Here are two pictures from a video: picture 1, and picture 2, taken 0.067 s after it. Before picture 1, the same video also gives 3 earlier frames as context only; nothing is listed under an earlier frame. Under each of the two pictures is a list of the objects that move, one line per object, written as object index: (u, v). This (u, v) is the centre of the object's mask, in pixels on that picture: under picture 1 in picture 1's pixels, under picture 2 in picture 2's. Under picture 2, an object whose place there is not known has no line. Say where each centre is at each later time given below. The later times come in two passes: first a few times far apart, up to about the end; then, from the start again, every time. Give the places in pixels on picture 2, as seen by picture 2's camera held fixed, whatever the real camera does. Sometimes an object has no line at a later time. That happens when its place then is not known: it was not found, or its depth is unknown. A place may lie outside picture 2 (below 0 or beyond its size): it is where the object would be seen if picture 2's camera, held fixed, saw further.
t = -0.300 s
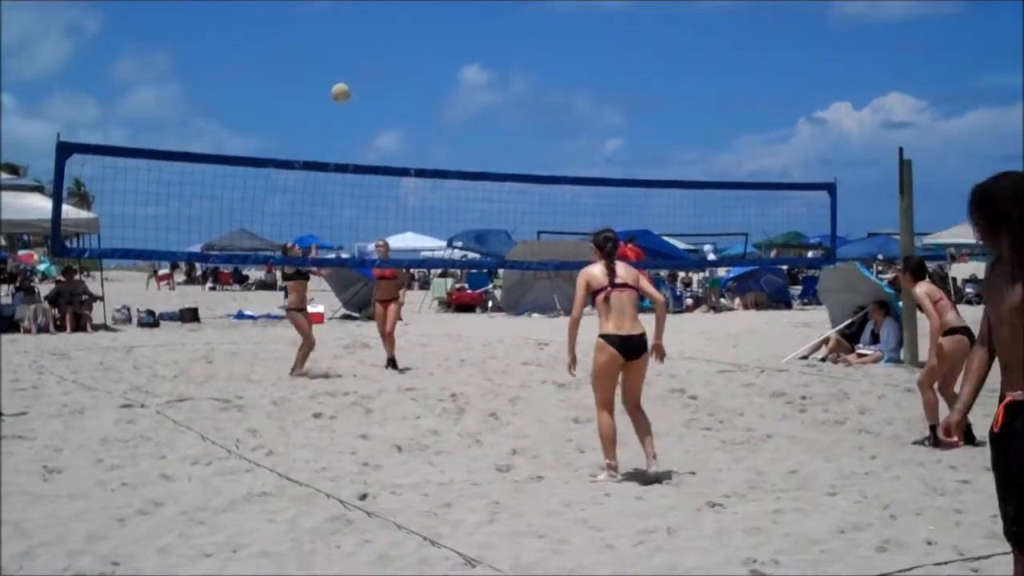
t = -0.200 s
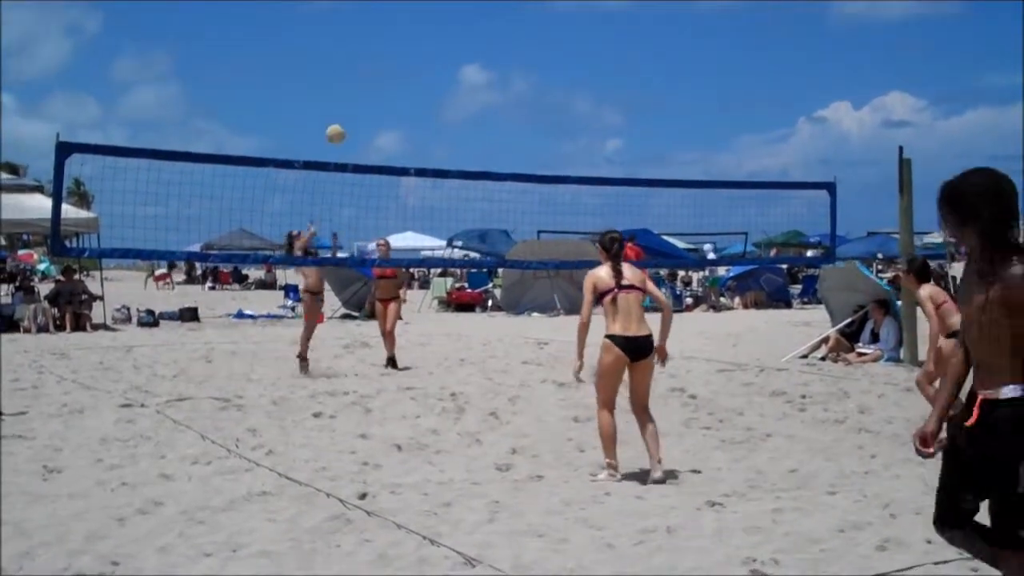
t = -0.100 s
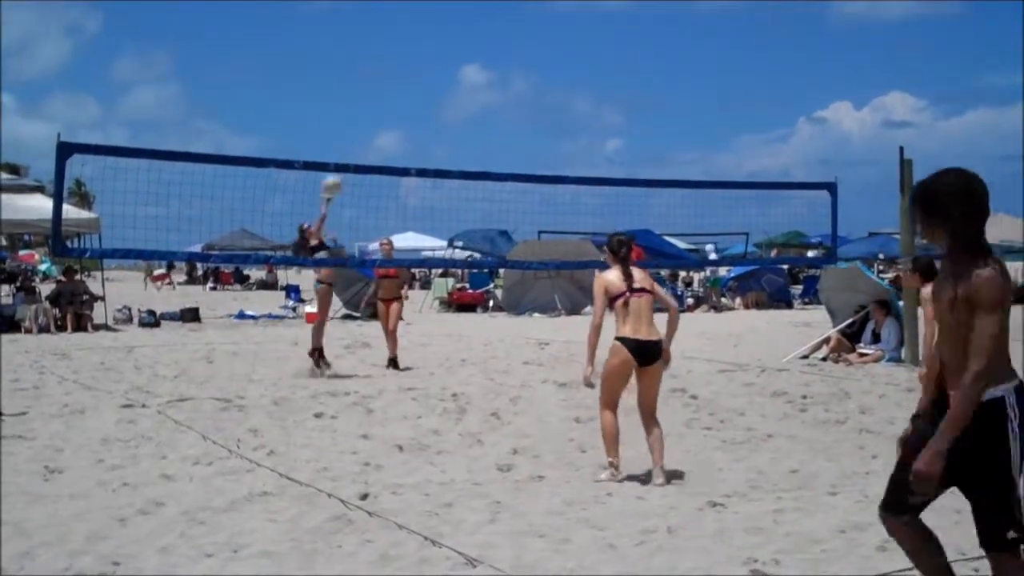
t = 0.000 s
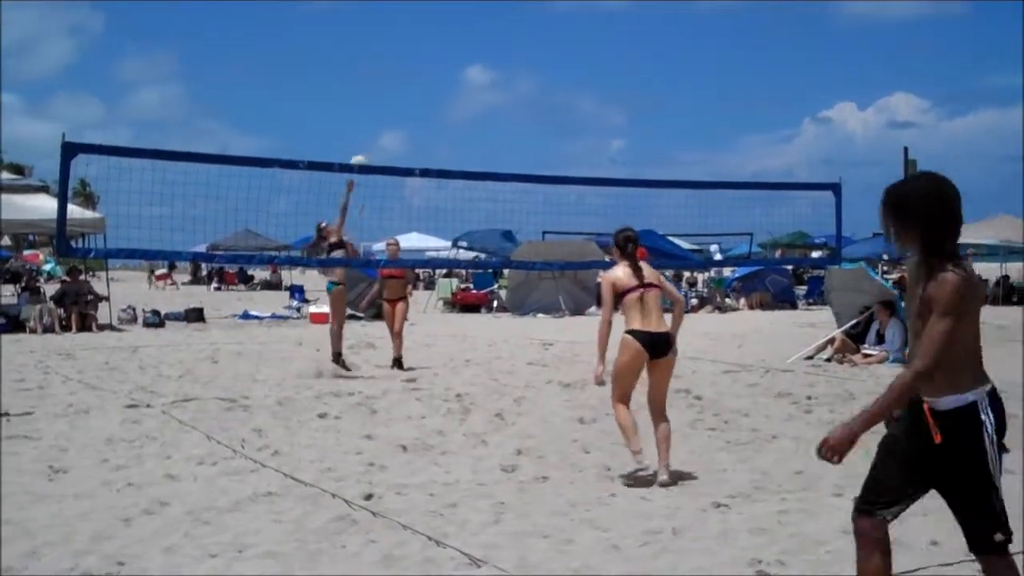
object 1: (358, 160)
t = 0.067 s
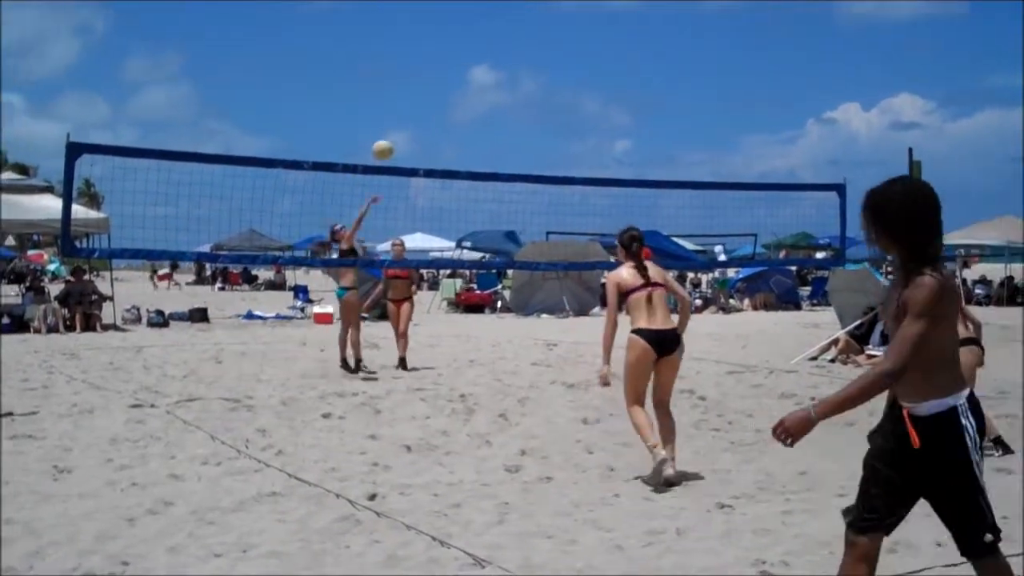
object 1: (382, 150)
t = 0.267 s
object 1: (442, 128)
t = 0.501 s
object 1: (526, 162)
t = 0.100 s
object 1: (391, 143)
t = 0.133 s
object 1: (401, 138)
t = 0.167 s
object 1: (411, 134)
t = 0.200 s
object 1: (421, 130)
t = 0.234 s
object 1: (433, 129)
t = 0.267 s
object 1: (442, 128)
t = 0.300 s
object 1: (454, 128)
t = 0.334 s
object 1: (466, 129)
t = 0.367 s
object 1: (477, 133)
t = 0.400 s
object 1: (489, 138)
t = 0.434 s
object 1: (501, 145)
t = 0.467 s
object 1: (514, 153)
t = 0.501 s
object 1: (526, 162)
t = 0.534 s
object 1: (539, 175)
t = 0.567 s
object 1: (552, 190)
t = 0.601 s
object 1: (566, 207)
